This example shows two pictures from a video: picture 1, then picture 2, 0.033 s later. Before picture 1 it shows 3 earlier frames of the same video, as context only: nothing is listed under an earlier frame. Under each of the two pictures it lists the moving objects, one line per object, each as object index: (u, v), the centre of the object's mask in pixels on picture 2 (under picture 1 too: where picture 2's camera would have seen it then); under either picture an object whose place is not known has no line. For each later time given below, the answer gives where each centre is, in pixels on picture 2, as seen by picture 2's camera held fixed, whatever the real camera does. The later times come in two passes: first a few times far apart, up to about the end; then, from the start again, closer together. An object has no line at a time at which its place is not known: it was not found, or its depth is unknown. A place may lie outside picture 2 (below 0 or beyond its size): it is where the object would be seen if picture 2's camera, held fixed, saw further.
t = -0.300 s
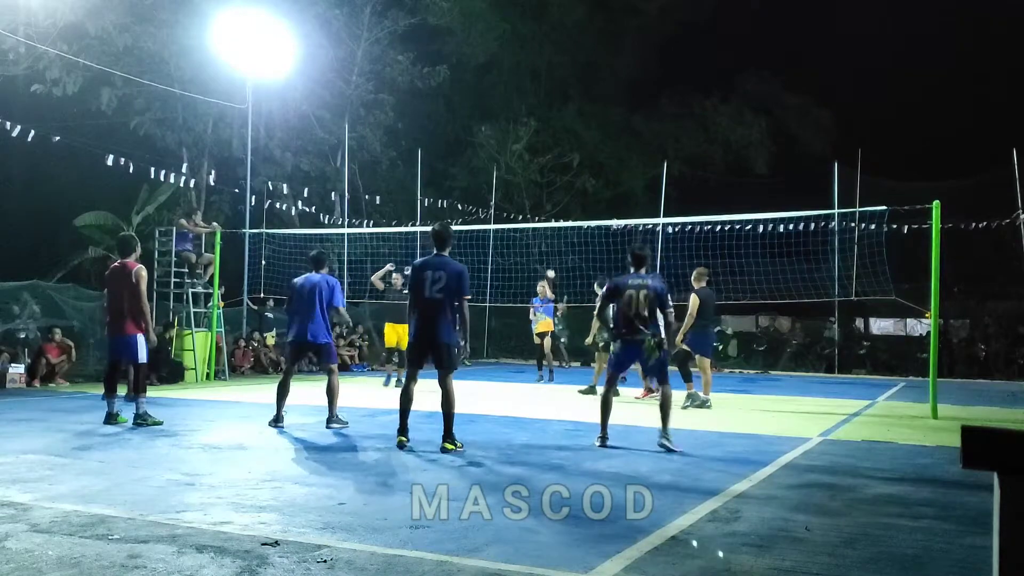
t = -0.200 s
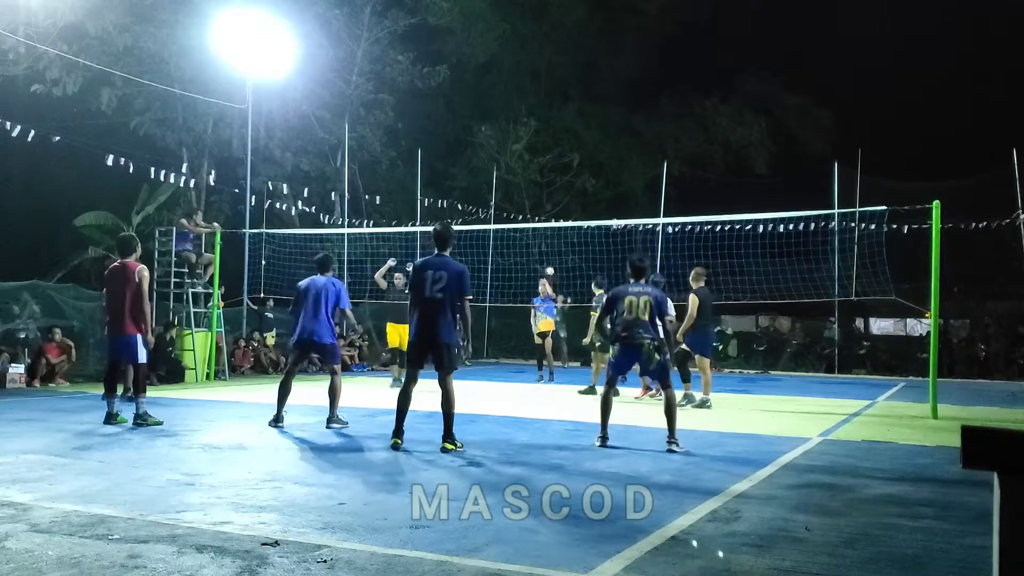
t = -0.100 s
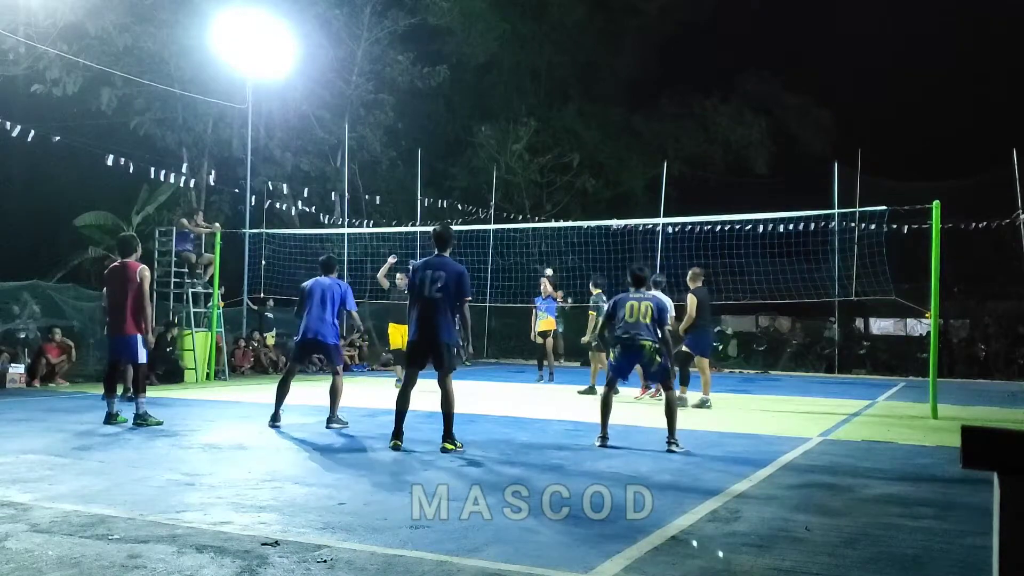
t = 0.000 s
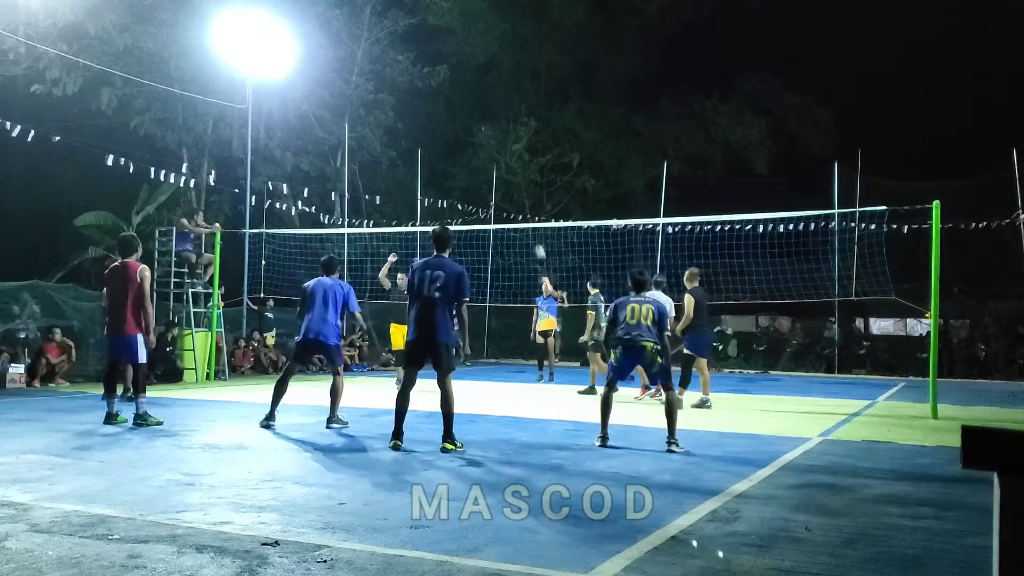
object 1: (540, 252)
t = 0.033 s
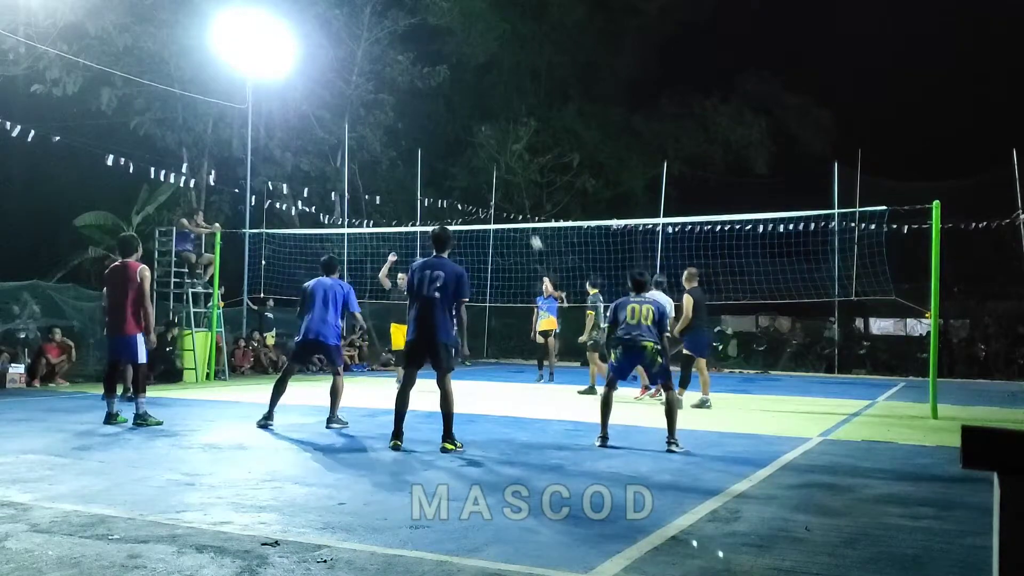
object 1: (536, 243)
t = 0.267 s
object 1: (507, 180)
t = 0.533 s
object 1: (468, 122)
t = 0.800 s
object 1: (407, 92)
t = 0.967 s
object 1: (354, 95)
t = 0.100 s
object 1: (528, 223)
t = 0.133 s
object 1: (524, 215)
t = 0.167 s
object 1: (520, 206)
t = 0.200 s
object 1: (516, 197)
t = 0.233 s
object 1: (512, 188)
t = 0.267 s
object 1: (507, 180)
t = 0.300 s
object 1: (503, 172)
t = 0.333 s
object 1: (498, 164)
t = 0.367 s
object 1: (494, 157)
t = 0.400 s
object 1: (489, 150)
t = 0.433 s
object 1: (484, 142)
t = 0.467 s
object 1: (479, 135)
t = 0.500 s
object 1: (474, 129)
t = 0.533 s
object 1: (468, 122)
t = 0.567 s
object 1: (462, 117)
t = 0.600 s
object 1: (455, 111)
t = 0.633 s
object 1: (448, 106)
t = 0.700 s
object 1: (433, 98)
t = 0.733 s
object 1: (425, 95)
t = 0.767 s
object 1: (416, 93)
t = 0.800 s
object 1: (407, 92)
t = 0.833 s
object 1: (397, 91)
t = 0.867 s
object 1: (387, 91)
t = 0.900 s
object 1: (377, 91)
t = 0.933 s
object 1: (366, 93)
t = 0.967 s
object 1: (354, 95)
